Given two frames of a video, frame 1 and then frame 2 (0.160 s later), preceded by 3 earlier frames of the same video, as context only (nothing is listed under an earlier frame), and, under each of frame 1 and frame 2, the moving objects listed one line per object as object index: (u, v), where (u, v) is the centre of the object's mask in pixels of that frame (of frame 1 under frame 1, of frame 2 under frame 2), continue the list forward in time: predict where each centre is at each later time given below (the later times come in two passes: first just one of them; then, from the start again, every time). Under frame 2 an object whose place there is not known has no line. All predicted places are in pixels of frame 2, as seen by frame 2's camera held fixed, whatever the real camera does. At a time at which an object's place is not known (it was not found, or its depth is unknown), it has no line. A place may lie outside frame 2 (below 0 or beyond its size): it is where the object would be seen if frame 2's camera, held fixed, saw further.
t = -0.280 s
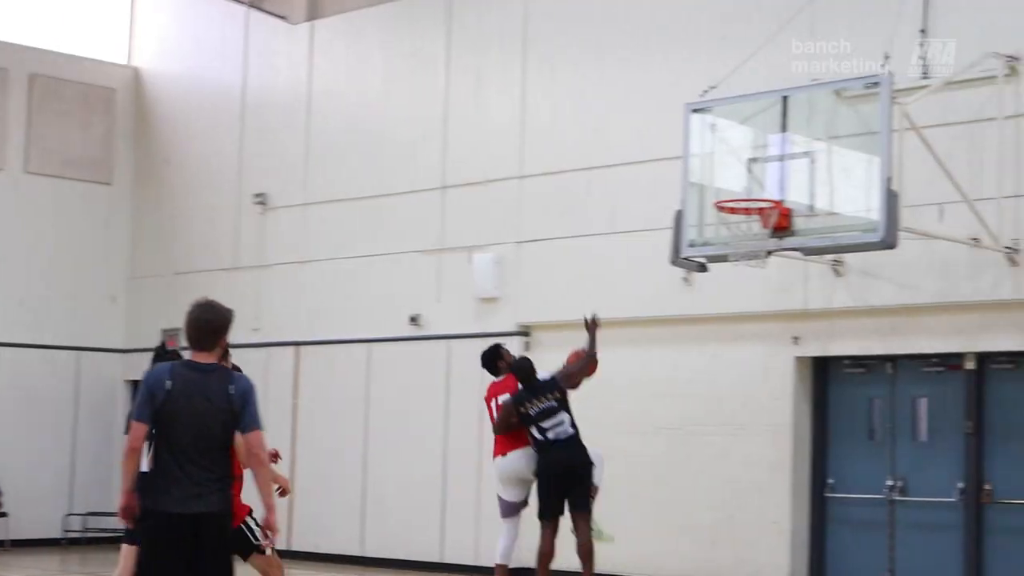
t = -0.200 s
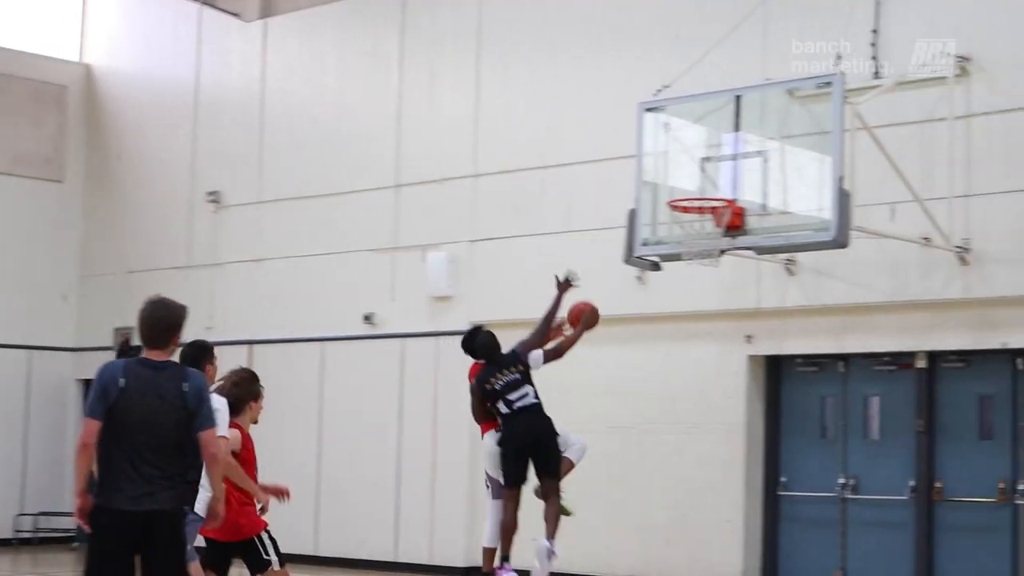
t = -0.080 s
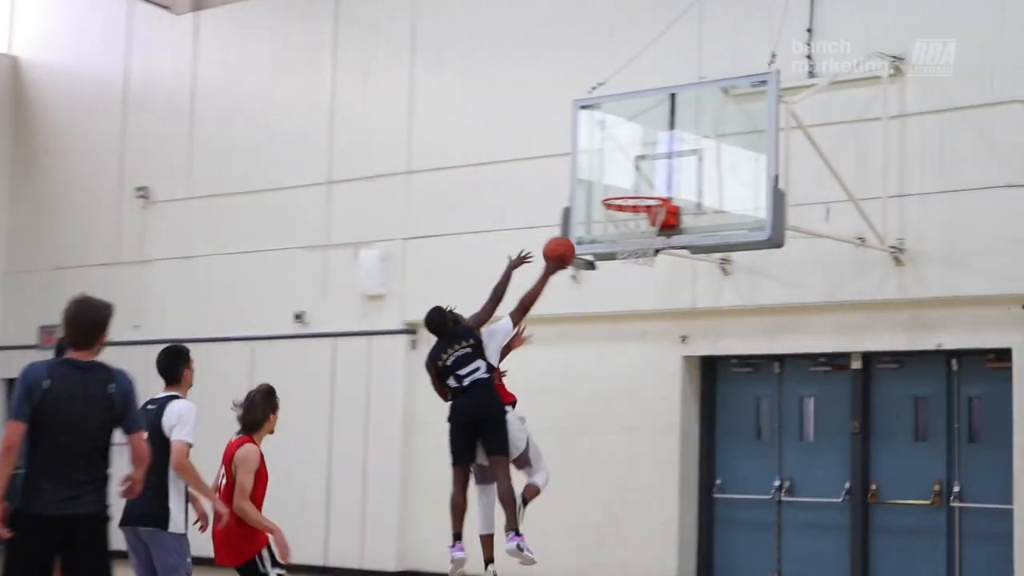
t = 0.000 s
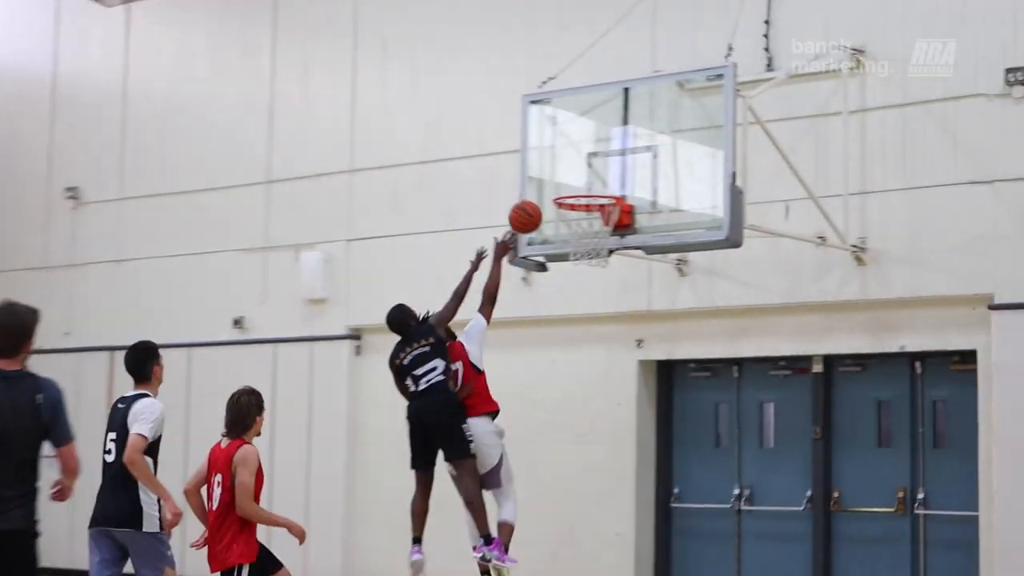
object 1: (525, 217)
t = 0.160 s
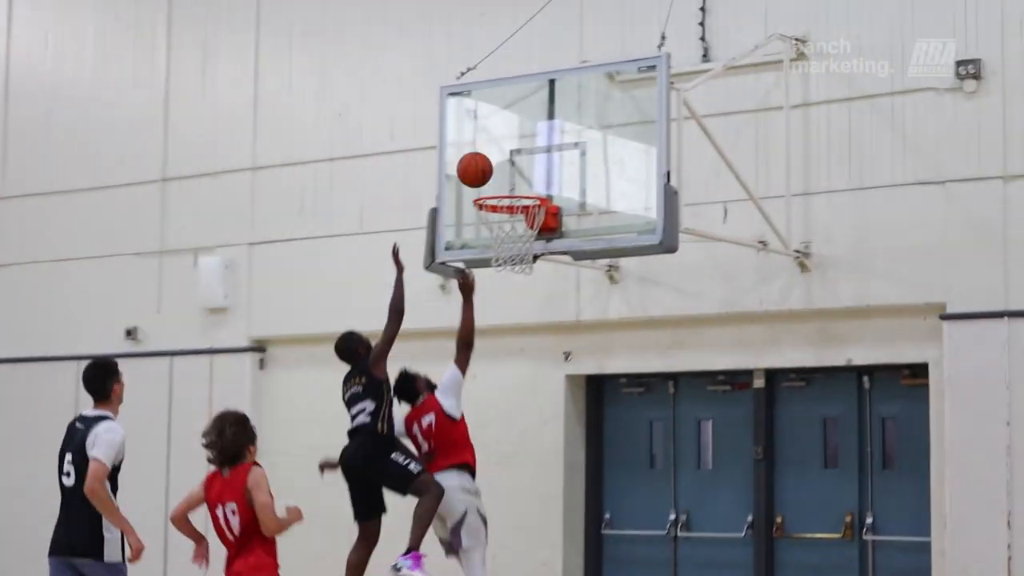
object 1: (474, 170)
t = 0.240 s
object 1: (480, 160)
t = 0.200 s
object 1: (482, 163)
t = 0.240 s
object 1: (480, 160)
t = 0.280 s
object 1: (475, 159)
